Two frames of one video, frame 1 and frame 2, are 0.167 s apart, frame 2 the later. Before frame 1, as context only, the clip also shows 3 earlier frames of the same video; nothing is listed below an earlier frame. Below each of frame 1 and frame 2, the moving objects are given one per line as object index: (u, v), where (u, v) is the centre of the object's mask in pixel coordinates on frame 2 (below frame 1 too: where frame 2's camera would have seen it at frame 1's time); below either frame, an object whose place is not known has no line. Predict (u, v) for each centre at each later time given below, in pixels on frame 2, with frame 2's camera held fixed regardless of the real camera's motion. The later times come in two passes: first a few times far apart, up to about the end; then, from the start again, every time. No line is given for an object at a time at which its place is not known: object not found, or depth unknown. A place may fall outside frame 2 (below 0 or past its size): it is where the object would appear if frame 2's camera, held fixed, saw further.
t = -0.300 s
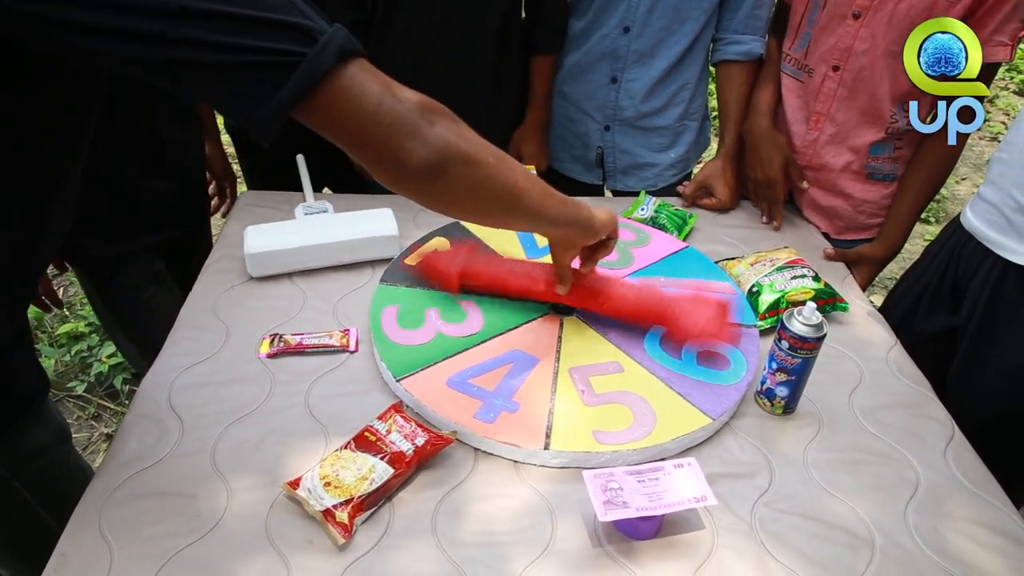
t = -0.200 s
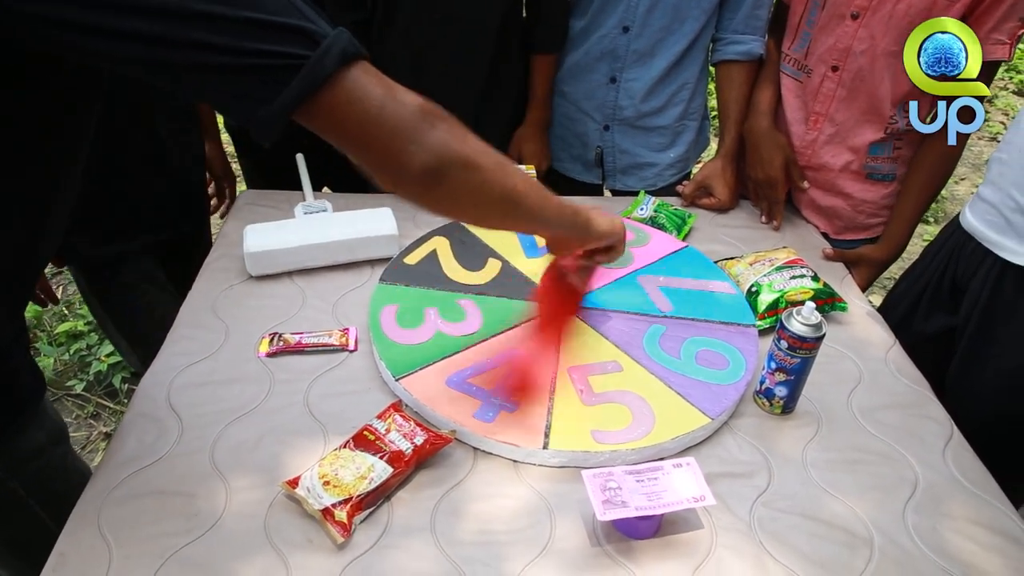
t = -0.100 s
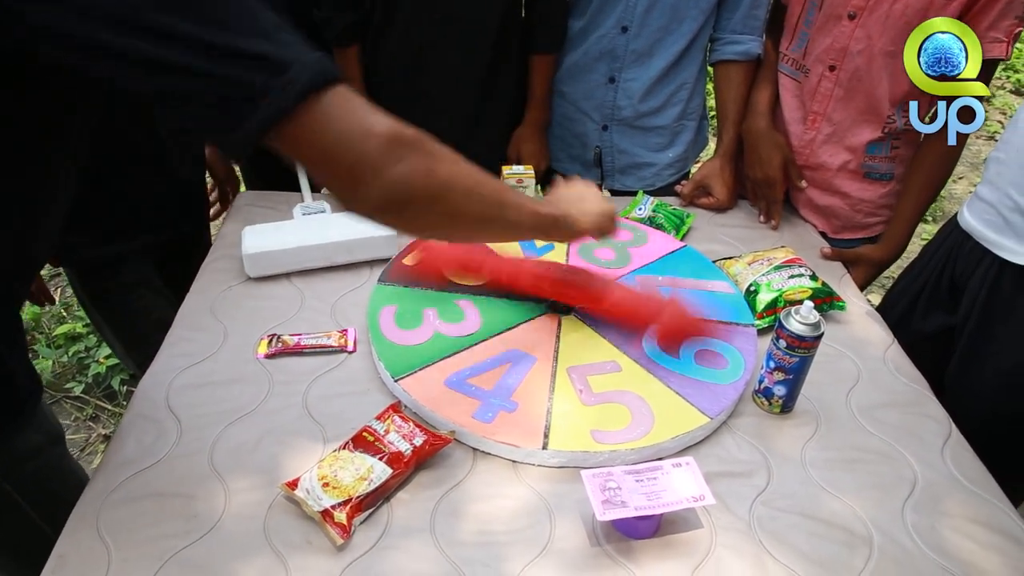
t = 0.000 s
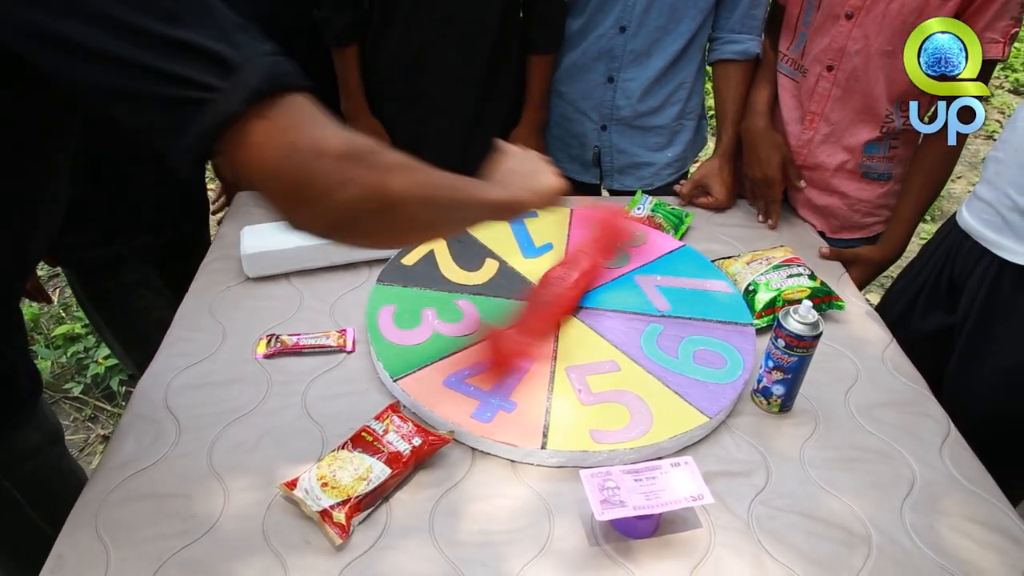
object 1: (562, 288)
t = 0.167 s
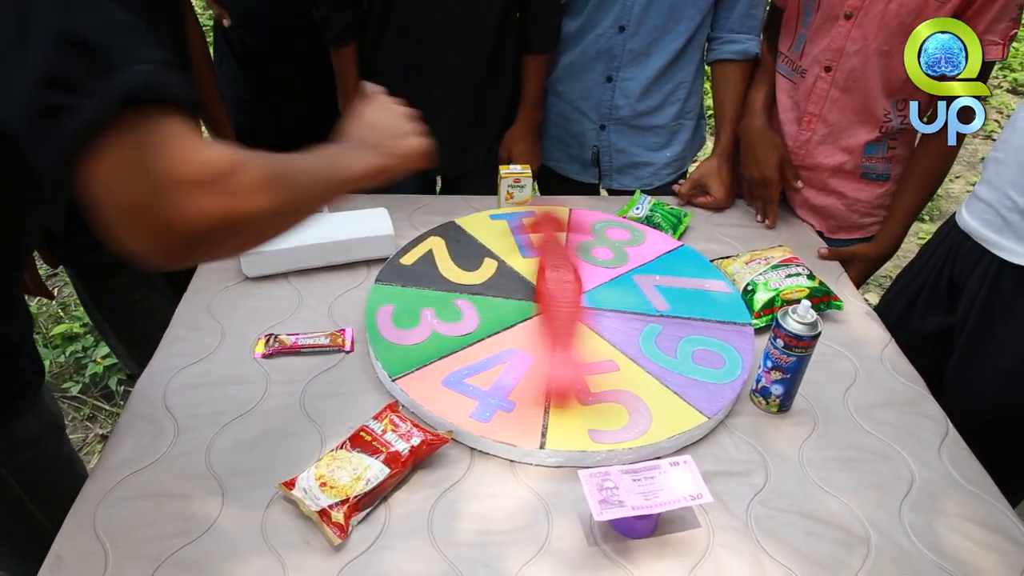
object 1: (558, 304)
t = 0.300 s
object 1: (568, 289)
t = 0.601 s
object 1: (571, 308)
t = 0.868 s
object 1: (565, 295)
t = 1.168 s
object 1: (569, 311)
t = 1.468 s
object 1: (560, 287)
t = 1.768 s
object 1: (588, 279)
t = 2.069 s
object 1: (535, 290)
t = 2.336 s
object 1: (564, 298)
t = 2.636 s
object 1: (578, 289)
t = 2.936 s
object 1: (549, 305)
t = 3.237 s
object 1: (558, 283)
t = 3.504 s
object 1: (578, 284)
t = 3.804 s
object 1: (561, 285)
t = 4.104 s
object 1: (587, 305)
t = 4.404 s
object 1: (552, 302)
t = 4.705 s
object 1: (539, 285)
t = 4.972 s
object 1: (568, 286)
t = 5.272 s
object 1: (582, 281)
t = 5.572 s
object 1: (555, 296)
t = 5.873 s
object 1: (553, 288)
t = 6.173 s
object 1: (568, 285)
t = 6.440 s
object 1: (583, 291)
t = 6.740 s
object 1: (589, 302)
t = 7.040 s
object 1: (583, 310)
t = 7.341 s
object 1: (584, 294)
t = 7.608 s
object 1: (577, 292)
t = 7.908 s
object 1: (571, 286)
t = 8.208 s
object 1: (554, 301)
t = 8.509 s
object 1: (552, 299)
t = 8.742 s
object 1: (550, 299)
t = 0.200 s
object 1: (554, 293)
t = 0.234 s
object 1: (529, 296)
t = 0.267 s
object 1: (544, 286)
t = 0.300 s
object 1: (568, 289)
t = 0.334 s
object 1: (564, 292)
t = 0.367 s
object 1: (564, 295)
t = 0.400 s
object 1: (560, 293)
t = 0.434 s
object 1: (558, 291)
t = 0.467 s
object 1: (559, 288)
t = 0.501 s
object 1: (570, 288)
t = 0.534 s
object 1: (577, 293)
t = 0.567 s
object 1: (574, 300)
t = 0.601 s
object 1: (571, 308)
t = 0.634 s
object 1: (556, 303)
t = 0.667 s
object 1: (565, 281)
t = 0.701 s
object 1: (534, 296)
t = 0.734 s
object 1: (537, 288)
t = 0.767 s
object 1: (552, 284)
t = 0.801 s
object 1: (562, 287)
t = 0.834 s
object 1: (562, 290)
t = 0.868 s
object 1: (565, 295)
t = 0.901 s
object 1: (560, 294)
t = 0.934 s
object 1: (556, 296)
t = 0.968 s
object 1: (560, 288)
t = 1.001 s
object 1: (556, 289)
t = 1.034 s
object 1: (566, 287)
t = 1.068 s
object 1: (573, 290)
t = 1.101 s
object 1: (587, 300)
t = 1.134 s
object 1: (577, 303)
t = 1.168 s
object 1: (569, 311)
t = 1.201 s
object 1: (556, 305)
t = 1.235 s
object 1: (549, 301)
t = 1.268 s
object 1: (534, 302)
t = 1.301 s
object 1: (526, 296)
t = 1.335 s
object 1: (536, 287)
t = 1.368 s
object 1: (553, 284)
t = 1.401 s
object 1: (560, 285)
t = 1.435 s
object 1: (564, 289)
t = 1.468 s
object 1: (560, 287)
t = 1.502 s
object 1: (565, 297)
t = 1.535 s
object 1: (560, 297)
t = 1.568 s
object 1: (555, 298)
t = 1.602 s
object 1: (555, 293)
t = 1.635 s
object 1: (554, 290)
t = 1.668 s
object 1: (555, 288)
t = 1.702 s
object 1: (566, 287)
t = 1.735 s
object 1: (578, 289)
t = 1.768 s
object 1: (588, 279)
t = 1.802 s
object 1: (592, 286)
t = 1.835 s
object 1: (590, 285)
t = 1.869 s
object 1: (587, 289)
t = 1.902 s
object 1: (580, 286)
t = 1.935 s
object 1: (553, 306)
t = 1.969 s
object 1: (547, 304)
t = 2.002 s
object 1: (535, 304)
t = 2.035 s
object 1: (532, 296)
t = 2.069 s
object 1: (535, 290)
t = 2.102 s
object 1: (540, 285)
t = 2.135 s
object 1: (550, 283)
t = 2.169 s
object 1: (555, 283)
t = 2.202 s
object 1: (565, 287)
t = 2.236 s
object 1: (569, 291)
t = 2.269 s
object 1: (563, 289)
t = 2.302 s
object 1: (568, 296)
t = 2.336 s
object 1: (564, 298)
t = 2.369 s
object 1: (560, 298)
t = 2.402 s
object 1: (556, 297)
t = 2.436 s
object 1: (554, 294)
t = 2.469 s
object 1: (555, 291)
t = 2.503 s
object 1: (554, 289)
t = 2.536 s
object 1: (557, 287)
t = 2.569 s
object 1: (563, 286)
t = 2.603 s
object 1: (566, 286)
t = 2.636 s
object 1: (578, 289)
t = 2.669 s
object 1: (584, 293)
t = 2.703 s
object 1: (590, 299)
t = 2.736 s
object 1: (586, 303)
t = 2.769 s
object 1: (581, 305)
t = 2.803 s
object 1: (588, 289)
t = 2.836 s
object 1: (584, 290)
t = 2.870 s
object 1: (578, 289)
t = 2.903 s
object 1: (554, 308)
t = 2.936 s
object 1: (549, 305)
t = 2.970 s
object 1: (539, 306)
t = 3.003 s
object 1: (534, 303)
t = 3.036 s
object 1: (532, 297)
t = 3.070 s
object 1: (530, 293)
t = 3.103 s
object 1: (533, 289)
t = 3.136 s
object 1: (538, 285)
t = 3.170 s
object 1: (546, 283)
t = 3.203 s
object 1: (552, 283)
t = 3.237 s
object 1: (558, 283)
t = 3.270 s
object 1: (566, 286)
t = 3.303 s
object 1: (570, 289)
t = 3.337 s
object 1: (581, 277)
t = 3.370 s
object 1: (567, 291)
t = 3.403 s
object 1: (582, 278)
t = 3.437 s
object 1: (582, 280)
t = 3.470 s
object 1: (580, 282)
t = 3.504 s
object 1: (578, 284)
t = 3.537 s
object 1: (559, 298)
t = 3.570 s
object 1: (556, 298)
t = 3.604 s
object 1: (555, 295)
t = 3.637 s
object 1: (554, 294)
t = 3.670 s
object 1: (555, 291)
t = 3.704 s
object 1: (553, 289)
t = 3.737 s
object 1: (554, 288)
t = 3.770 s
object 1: (558, 286)
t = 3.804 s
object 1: (561, 285)
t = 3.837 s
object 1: (565, 285)
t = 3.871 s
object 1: (569, 285)
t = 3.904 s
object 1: (576, 287)
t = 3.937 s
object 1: (581, 289)
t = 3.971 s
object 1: (584, 292)
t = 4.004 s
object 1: (588, 295)
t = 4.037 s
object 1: (592, 300)
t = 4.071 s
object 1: (588, 302)
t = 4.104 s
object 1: (587, 305)
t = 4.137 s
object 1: (592, 290)
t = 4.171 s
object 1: (590, 291)
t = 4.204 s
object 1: (587, 292)
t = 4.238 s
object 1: (584, 292)
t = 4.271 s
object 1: (580, 293)
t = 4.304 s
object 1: (574, 293)
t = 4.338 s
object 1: (573, 293)
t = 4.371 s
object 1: (555, 302)
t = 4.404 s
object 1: (552, 302)
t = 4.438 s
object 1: (541, 307)
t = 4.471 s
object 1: (537, 305)
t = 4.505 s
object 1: (534, 303)
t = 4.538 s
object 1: (533, 299)
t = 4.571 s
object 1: (530, 296)
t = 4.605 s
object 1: (532, 293)
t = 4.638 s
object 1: (533, 290)
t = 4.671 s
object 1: (535, 288)
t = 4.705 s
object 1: (539, 285)
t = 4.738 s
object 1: (541, 284)
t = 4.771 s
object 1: (546, 283)
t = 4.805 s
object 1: (549, 282)
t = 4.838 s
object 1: (554, 282)
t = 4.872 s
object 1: (557, 283)
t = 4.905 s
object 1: (560, 283)
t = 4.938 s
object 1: (564, 284)
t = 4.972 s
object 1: (568, 286)
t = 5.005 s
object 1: (569, 287)
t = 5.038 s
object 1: (580, 274)
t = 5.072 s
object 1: (581, 275)
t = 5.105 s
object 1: (582, 278)
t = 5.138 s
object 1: (583, 279)
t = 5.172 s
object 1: (570, 294)
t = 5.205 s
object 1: (583, 279)
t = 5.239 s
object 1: (583, 280)
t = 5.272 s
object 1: (582, 281)
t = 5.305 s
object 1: (581, 283)
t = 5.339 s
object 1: (580, 283)
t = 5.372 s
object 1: (578, 284)
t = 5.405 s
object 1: (577, 286)
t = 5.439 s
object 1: (573, 284)
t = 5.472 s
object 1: (558, 299)
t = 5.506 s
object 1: (557, 298)
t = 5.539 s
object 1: (555, 299)
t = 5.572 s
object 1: (555, 296)
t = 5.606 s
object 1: (554, 296)
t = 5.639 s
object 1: (553, 295)
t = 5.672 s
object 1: (553, 294)
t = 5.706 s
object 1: (555, 292)
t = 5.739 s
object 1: (554, 292)
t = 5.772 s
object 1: (551, 292)
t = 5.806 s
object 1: (551, 291)
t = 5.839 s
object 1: (553, 289)
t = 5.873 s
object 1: (553, 288)
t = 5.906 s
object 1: (555, 287)
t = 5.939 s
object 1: (556, 287)
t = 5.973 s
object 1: (558, 286)
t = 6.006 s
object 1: (559, 286)
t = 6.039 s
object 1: (561, 285)
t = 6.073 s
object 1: (563, 285)
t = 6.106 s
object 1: (565, 285)
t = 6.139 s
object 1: (567, 285)
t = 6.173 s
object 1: (568, 285)
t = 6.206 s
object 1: (571, 286)
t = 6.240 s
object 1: (573, 286)
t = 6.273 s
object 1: (575, 287)
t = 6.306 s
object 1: (576, 287)
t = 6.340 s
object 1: (578, 288)
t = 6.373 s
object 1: (580, 289)
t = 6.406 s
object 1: (581, 290)
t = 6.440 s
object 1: (583, 291)
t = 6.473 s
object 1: (584, 292)
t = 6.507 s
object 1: (586, 293)
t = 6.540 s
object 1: (587, 294)
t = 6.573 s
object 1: (587, 295)
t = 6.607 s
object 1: (588, 297)
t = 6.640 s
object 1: (589, 298)
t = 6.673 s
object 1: (589, 299)
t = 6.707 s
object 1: (588, 300)
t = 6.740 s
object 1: (589, 302)
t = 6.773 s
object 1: (588, 303)
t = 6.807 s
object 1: (588, 304)
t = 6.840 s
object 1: (588, 305)
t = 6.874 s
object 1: (587, 306)
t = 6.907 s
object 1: (586, 307)
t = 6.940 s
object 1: (586, 308)
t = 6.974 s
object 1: (592, 290)
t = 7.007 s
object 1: (584, 310)
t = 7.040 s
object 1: (583, 310)
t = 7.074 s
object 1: (590, 292)
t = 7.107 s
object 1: (590, 292)
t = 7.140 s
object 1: (589, 293)
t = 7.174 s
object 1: (588, 293)
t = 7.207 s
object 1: (587, 294)
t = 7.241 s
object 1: (587, 294)
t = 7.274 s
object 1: (586, 294)
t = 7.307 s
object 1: (585, 295)
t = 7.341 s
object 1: (584, 294)
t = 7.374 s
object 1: (583, 295)
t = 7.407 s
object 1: (582, 295)
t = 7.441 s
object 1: (581, 296)
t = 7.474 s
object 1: (580, 296)
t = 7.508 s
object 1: (579, 296)
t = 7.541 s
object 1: (579, 295)
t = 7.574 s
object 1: (578, 293)
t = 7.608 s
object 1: (577, 292)
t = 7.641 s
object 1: (577, 288)
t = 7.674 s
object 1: (576, 287)
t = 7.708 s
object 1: (575, 286)
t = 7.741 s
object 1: (574, 286)
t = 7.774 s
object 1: (574, 285)
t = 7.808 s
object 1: (573, 286)
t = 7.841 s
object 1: (560, 304)
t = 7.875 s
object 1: (559, 304)
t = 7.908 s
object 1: (571, 286)
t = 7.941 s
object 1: (558, 303)
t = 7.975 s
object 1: (570, 285)
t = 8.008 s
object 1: (569, 286)
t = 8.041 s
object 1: (556, 302)
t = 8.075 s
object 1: (564, 291)
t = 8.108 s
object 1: (560, 297)
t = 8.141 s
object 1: (555, 301)
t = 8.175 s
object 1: (555, 301)
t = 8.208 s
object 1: (554, 301)
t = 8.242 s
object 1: (554, 301)
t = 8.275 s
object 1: (554, 301)
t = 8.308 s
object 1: (553, 301)
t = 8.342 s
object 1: (554, 300)
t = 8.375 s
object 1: (555, 298)
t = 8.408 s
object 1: (555, 298)
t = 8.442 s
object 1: (554, 298)
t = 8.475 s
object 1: (553, 298)
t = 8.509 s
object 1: (552, 299)
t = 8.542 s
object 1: (551, 299)
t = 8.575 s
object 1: (551, 299)
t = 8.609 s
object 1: (551, 299)
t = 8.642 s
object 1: (551, 298)
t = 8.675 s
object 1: (550, 299)
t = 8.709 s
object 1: (550, 299)
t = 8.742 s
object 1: (550, 299)
